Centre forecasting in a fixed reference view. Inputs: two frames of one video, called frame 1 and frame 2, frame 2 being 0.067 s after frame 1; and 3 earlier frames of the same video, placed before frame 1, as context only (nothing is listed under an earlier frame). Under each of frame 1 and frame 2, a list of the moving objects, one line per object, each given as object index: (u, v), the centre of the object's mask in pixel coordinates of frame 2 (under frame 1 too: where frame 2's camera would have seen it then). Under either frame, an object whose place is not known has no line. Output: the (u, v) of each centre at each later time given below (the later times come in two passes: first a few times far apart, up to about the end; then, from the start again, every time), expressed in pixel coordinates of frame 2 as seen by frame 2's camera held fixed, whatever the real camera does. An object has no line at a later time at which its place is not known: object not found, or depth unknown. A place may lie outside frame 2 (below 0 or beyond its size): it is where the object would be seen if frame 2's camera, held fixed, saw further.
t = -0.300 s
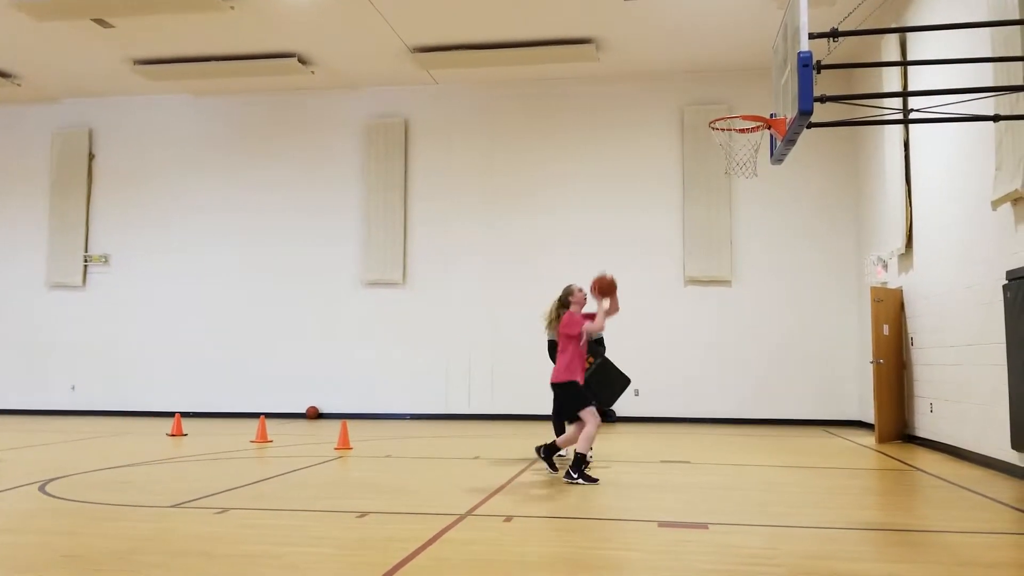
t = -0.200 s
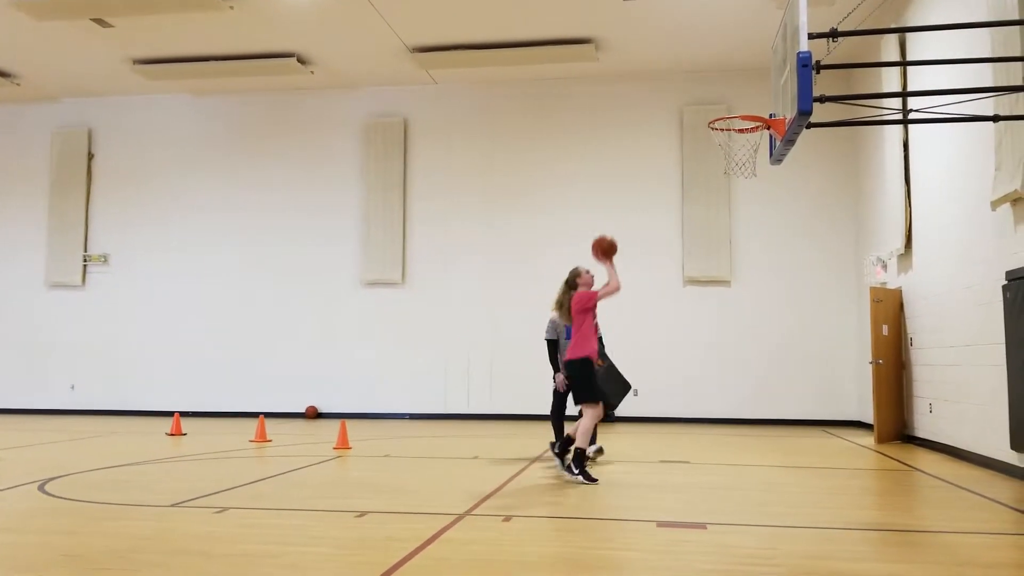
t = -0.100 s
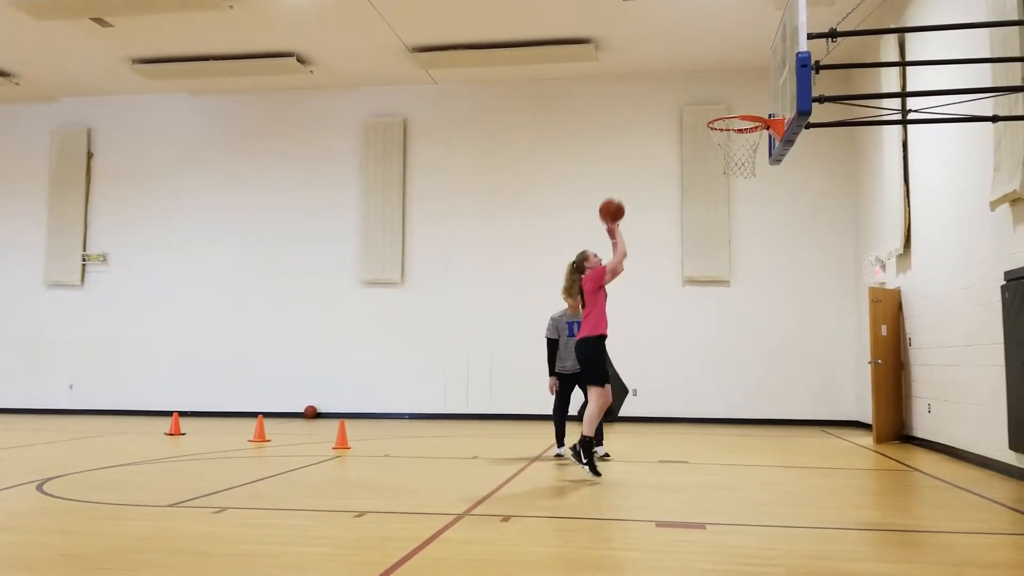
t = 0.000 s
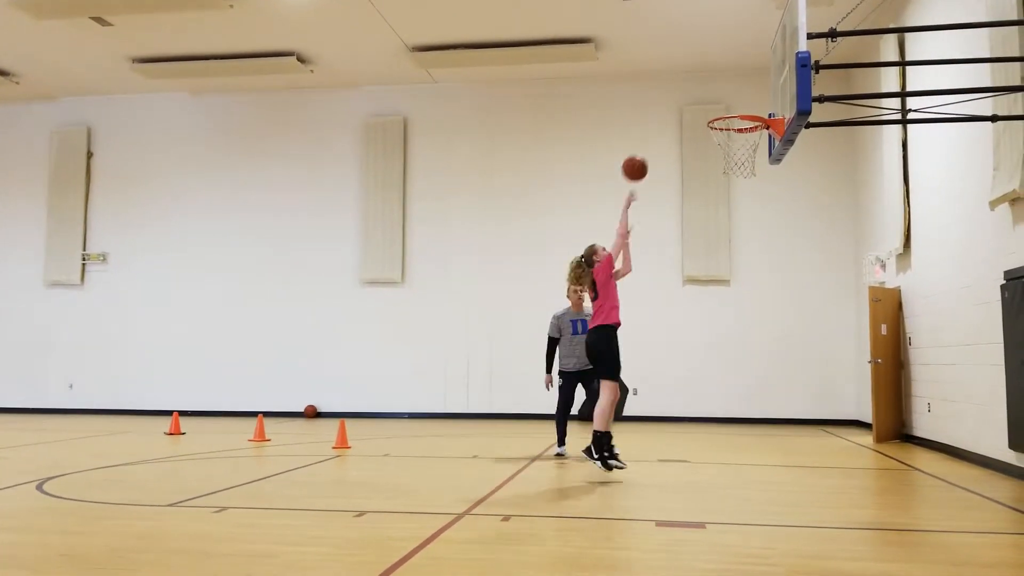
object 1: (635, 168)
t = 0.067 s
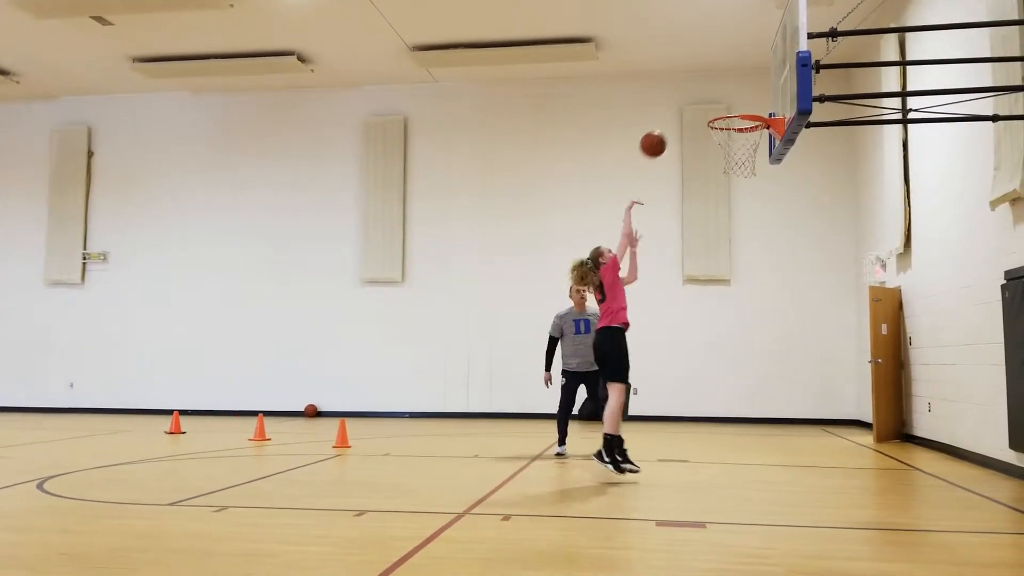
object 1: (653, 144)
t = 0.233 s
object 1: (699, 106)
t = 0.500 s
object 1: (767, 105)
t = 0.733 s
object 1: (718, 106)
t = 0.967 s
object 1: (682, 113)
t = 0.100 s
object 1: (662, 134)
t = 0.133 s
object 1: (671, 125)
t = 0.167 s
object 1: (680, 118)
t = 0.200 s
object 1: (689, 111)
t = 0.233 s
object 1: (699, 106)
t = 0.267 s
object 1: (708, 102)
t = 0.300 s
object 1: (717, 99)
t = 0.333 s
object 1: (726, 97)
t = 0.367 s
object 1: (735, 96)
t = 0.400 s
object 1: (745, 97)
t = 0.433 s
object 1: (754, 99)
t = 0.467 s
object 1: (764, 102)
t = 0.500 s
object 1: (767, 105)
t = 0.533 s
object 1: (760, 107)
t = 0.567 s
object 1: (753, 104)
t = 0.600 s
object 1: (746, 103)
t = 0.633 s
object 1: (739, 102)
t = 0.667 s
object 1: (732, 103)
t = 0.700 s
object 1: (725, 104)
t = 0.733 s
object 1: (718, 106)
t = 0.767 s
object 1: (711, 110)
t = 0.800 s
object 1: (706, 108)
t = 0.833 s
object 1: (701, 107)
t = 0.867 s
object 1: (696, 107)
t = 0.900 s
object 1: (691, 108)
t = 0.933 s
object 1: (686, 110)
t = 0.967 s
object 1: (682, 113)
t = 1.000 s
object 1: (677, 118)
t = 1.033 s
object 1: (672, 124)
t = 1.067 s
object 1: (667, 131)
